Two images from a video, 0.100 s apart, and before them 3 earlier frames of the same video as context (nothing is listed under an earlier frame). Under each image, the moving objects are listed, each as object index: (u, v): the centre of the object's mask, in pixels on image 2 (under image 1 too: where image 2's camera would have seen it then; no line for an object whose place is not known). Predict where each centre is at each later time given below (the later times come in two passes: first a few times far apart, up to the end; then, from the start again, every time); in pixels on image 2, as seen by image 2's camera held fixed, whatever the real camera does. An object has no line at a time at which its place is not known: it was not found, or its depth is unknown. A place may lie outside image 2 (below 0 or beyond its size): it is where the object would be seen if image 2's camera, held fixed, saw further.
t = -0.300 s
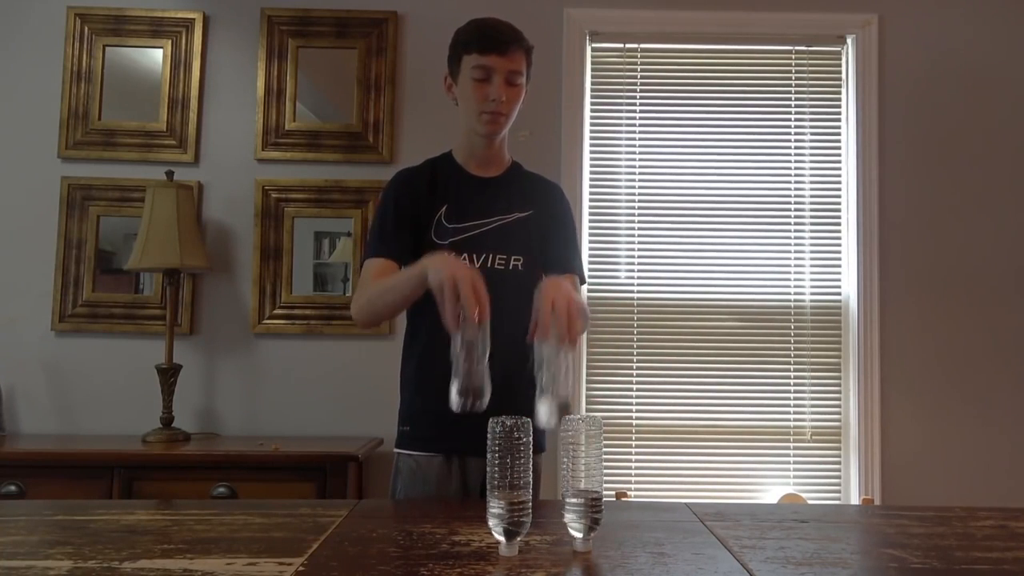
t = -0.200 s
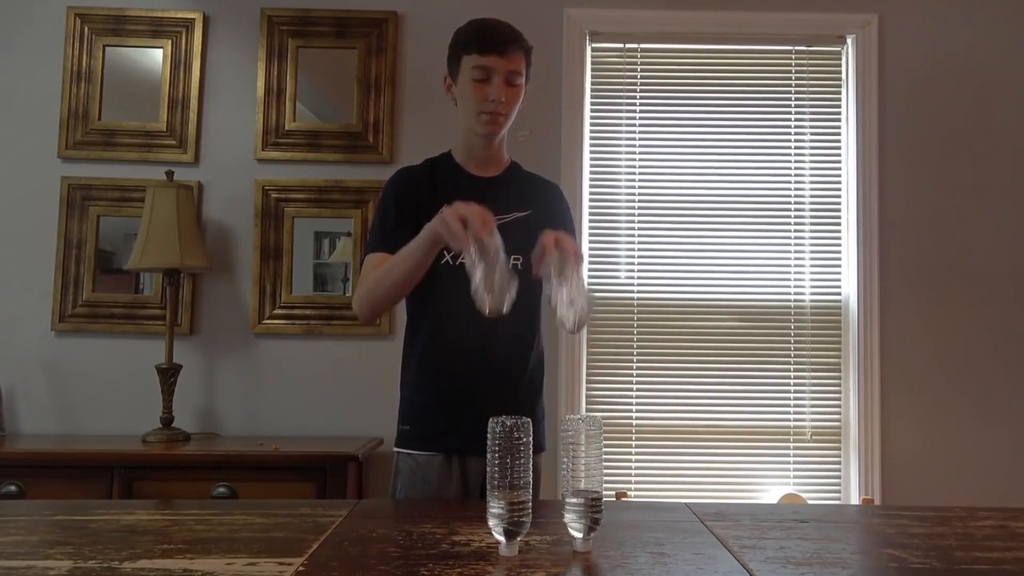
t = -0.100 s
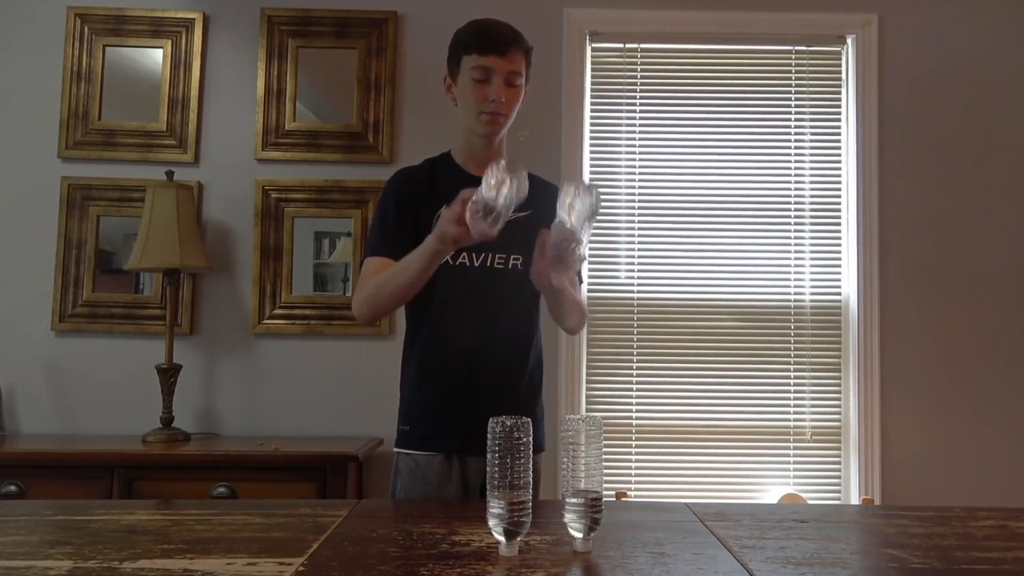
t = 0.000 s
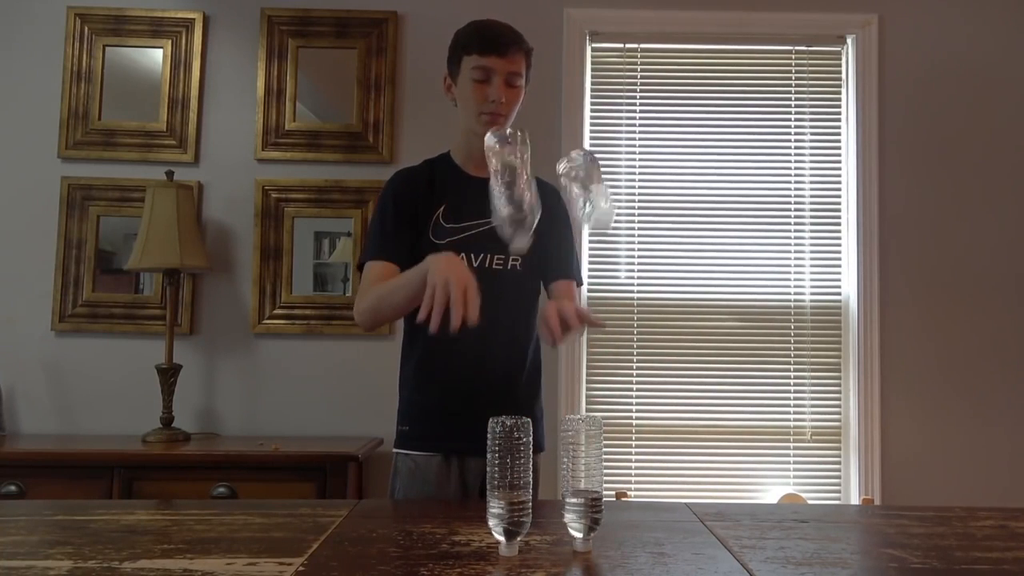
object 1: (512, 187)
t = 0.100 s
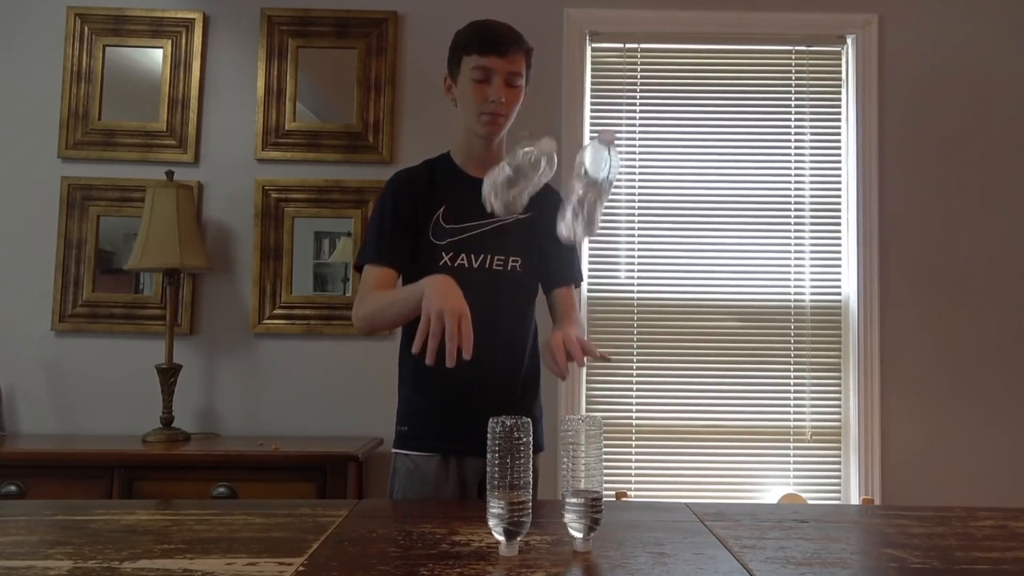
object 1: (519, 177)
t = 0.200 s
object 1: (517, 263)
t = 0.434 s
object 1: (514, 354)
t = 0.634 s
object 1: (513, 354)
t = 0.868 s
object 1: (512, 354)
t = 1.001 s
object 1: (515, 354)
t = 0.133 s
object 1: (519, 195)
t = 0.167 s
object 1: (519, 224)
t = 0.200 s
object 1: (517, 263)
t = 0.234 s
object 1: (515, 315)
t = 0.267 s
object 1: (515, 358)
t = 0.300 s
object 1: (515, 353)
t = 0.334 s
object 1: (514, 354)
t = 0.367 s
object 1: (514, 354)
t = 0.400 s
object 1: (515, 354)
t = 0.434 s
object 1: (514, 354)
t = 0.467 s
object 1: (514, 354)
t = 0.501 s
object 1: (514, 354)
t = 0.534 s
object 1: (515, 354)
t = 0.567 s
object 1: (515, 354)
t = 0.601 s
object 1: (515, 354)
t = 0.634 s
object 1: (513, 354)
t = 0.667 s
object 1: (511, 354)
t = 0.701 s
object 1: (509, 354)
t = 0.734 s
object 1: (508, 354)
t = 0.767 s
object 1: (508, 354)
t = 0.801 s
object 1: (509, 354)
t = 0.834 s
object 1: (510, 354)
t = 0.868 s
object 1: (512, 354)
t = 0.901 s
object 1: (513, 354)
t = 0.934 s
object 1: (514, 354)
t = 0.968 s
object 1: (515, 354)
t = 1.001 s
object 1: (515, 354)
